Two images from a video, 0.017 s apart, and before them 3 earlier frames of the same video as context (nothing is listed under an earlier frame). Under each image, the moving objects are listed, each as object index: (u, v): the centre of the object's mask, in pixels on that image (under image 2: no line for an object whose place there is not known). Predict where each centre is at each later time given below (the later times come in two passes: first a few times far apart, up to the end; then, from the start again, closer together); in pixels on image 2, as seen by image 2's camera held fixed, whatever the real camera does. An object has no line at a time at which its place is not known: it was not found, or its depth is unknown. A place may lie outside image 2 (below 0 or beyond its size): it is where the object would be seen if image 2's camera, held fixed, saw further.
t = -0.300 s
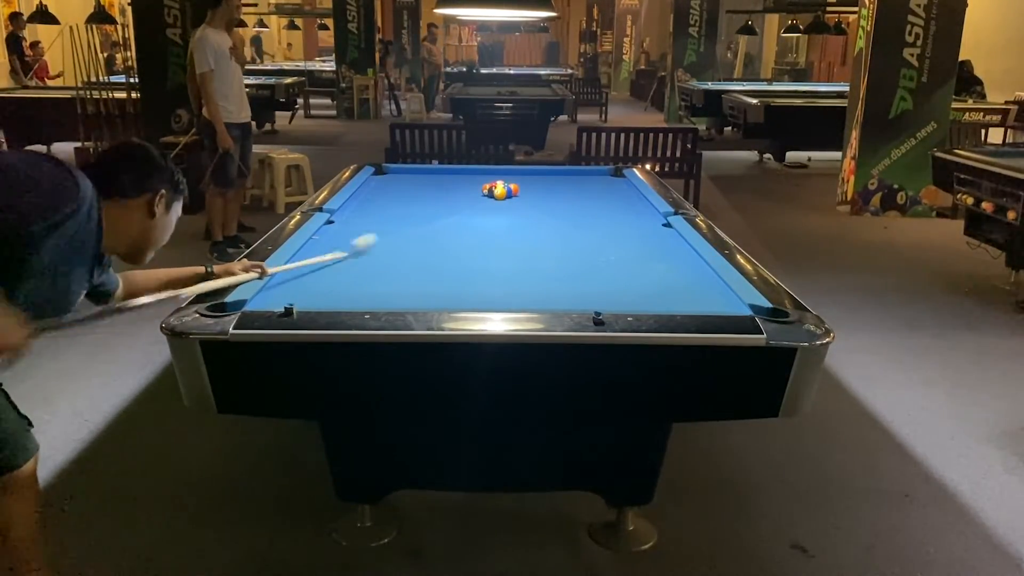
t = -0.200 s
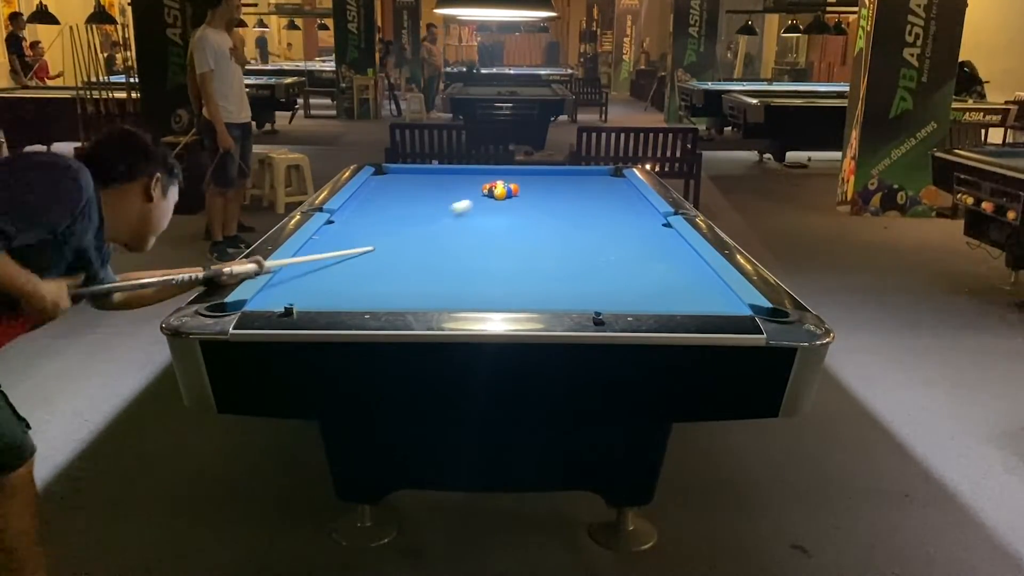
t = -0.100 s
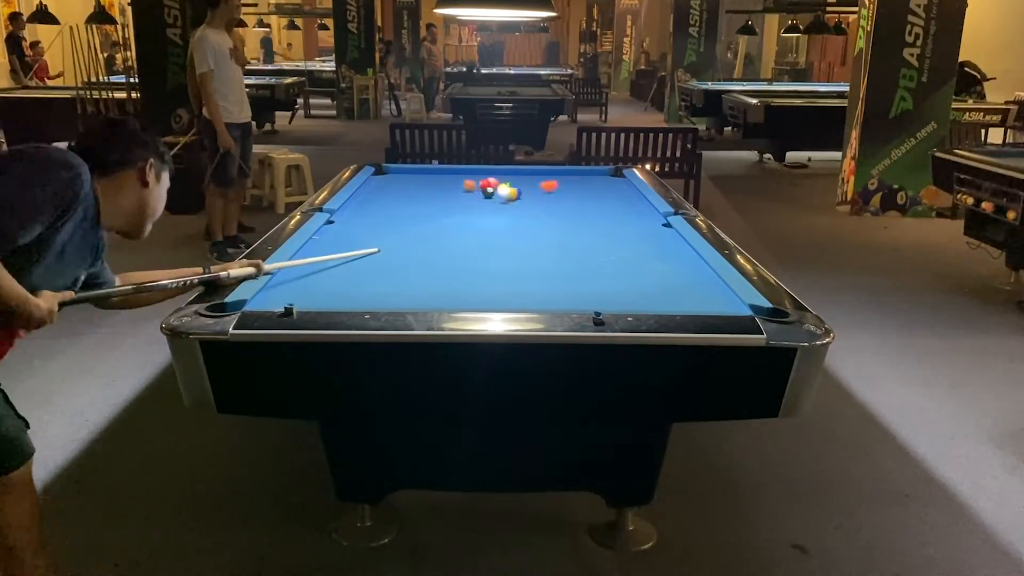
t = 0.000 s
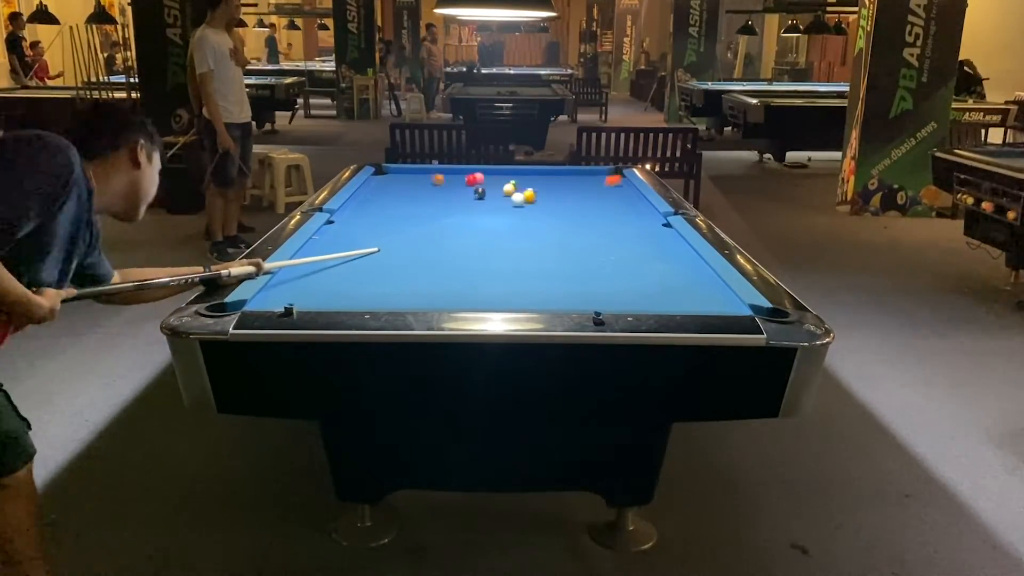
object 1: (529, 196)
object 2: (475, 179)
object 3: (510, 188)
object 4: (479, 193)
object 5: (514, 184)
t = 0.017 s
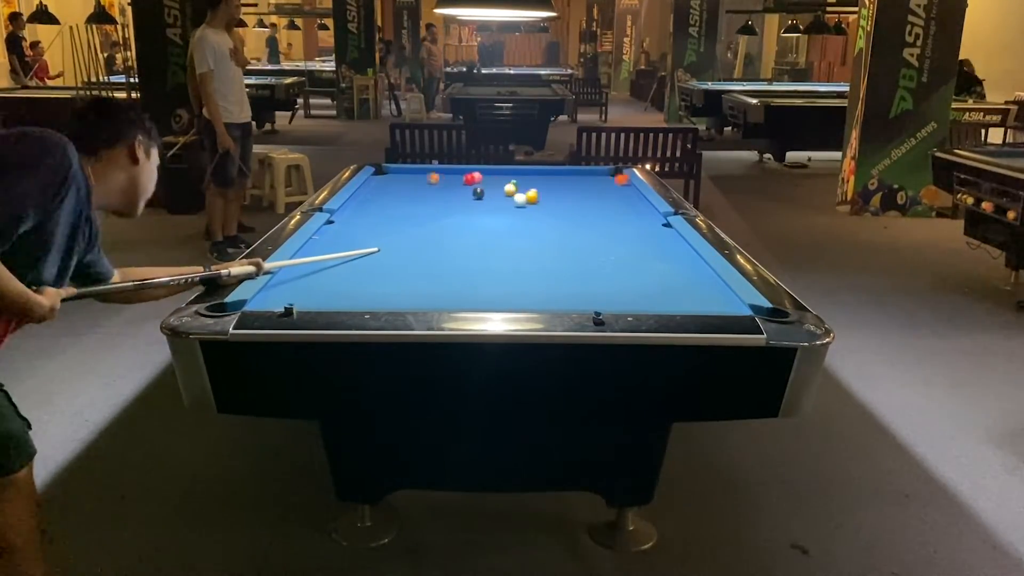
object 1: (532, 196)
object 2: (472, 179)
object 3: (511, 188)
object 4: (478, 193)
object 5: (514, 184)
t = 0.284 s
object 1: (579, 203)
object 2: (434, 170)
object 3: (524, 190)
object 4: (456, 196)
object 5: (520, 182)
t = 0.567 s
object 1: (631, 210)
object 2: (422, 173)
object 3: (538, 190)
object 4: (433, 198)
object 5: (528, 179)
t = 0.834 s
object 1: (641, 215)
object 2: (432, 177)
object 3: (550, 191)
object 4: (412, 200)
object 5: (534, 176)
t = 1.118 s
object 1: (620, 221)
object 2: (443, 181)
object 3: (560, 191)
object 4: (391, 203)
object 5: (540, 174)
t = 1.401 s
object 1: (598, 226)
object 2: (453, 185)
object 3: (569, 191)
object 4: (370, 205)
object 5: (544, 172)
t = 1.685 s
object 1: (576, 232)
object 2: (463, 189)
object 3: (576, 191)
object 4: (351, 207)
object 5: (547, 173)
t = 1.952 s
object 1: (556, 238)
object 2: (472, 192)
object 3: (581, 192)
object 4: (352, 208)
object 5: (550, 174)
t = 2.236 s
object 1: (534, 244)
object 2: (482, 196)
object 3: (585, 192)
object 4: (358, 209)
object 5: (551, 175)
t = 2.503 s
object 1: (514, 249)
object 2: (490, 199)
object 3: (586, 192)
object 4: (362, 210)
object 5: (552, 175)
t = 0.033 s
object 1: (535, 197)
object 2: (470, 178)
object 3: (512, 189)
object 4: (477, 194)
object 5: (515, 183)
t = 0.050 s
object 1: (538, 197)
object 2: (468, 177)
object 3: (512, 189)
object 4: (475, 194)
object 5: (515, 182)
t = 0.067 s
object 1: (540, 198)
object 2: (467, 176)
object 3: (513, 189)
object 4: (474, 194)
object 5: (515, 182)
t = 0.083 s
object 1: (542, 198)
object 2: (464, 176)
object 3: (514, 189)
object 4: (473, 194)
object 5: (515, 182)
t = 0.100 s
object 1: (545, 198)
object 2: (461, 176)
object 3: (514, 189)
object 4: (471, 194)
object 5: (515, 182)
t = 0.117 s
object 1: (548, 199)
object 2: (462, 174)
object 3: (515, 190)
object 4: (470, 194)
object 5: (515, 182)
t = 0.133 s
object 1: (551, 199)
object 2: (460, 174)
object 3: (516, 190)
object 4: (468, 194)
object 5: (516, 182)
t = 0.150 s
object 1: (554, 200)
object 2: (455, 175)
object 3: (517, 190)
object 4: (467, 195)
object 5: (516, 182)
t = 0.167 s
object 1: (557, 200)
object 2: (452, 174)
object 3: (518, 190)
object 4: (466, 195)
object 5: (516, 181)
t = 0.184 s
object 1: (560, 201)
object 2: (450, 173)
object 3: (519, 190)
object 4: (464, 195)
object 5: (517, 181)
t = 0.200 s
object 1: (563, 201)
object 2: (449, 172)
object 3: (520, 190)
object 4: (463, 195)
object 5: (517, 182)
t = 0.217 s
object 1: (566, 201)
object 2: (447, 172)
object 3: (521, 190)
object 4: (462, 195)
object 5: (518, 182)
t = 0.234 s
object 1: (569, 201)
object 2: (445, 171)
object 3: (522, 190)
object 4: (460, 195)
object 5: (519, 182)
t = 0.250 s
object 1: (572, 202)
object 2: (440, 171)
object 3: (522, 190)
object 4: (459, 195)
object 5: (519, 182)
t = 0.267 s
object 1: (576, 203)
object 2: (437, 171)
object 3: (523, 190)
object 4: (457, 195)
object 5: (519, 182)
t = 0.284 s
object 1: (579, 203)
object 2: (434, 170)
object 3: (524, 190)
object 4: (456, 196)
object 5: (520, 182)
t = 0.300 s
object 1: (582, 203)
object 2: (431, 170)
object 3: (525, 190)
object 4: (454, 196)
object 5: (521, 182)
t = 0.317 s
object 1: (585, 204)
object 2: (428, 170)
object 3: (526, 190)
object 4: (453, 196)
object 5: (521, 182)
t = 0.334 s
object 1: (587, 204)
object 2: (426, 170)
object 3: (527, 190)
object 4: (452, 196)
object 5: (522, 182)
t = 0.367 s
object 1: (594, 205)
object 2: (422, 171)
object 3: (529, 190)
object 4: (449, 197)
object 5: (522, 181)
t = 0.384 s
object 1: (596, 205)
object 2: (420, 171)
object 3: (529, 190)
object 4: (448, 197)
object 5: (523, 180)
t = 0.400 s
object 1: (600, 206)
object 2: (418, 171)
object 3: (530, 190)
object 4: (447, 197)
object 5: (523, 180)
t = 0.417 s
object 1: (603, 206)
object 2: (415, 171)
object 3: (531, 190)
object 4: (445, 197)
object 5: (524, 181)
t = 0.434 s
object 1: (606, 206)
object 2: (414, 171)
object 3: (532, 190)
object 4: (444, 197)
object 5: (524, 181)
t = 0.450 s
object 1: (609, 207)
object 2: (415, 172)
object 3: (533, 190)
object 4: (443, 197)
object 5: (525, 180)
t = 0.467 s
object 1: (612, 207)
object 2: (417, 172)
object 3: (533, 190)
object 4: (441, 197)
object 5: (525, 180)
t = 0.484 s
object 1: (615, 208)
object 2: (418, 172)
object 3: (534, 190)
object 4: (440, 198)
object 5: (526, 180)
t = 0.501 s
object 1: (618, 208)
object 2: (419, 172)
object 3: (535, 190)
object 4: (439, 198)
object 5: (526, 180)
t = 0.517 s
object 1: (622, 209)
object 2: (420, 173)
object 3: (535, 190)
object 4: (437, 198)
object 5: (527, 180)
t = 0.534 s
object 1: (625, 209)
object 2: (421, 173)
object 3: (536, 190)
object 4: (436, 198)
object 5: (527, 179)
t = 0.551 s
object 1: (628, 209)
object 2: (421, 173)
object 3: (537, 190)
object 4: (435, 198)
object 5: (528, 179)
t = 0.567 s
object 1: (631, 210)
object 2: (422, 173)
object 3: (538, 190)
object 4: (433, 198)
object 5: (528, 179)
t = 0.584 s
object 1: (634, 210)
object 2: (422, 173)
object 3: (539, 190)
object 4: (432, 198)
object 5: (528, 179)
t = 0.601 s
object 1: (638, 211)
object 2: (423, 173)
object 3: (539, 190)
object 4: (431, 198)
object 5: (529, 179)
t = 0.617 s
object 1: (641, 211)
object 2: (424, 173)
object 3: (540, 190)
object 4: (429, 198)
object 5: (529, 179)
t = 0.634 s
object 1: (644, 211)
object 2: (425, 174)
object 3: (541, 191)
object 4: (428, 199)
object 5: (530, 178)
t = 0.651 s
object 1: (647, 212)
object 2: (425, 174)
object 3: (542, 191)
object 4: (427, 199)
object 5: (530, 178)
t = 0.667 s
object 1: (650, 212)
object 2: (426, 174)
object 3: (542, 191)
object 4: (425, 199)
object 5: (530, 178)
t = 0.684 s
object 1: (652, 213)
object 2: (427, 175)
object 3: (543, 191)
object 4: (424, 199)
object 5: (531, 178)
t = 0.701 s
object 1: (651, 213)
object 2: (428, 175)
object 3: (544, 191)
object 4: (423, 199)
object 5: (531, 178)
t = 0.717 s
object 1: (650, 213)
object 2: (428, 175)
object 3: (544, 191)
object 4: (421, 199)
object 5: (531, 177)
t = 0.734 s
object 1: (649, 213)
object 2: (428, 176)
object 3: (545, 191)
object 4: (420, 200)
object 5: (531, 177)
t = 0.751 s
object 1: (647, 214)
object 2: (429, 176)
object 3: (546, 191)
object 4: (419, 200)
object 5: (532, 177)
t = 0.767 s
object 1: (646, 214)
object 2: (429, 176)
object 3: (547, 191)
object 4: (418, 200)
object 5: (532, 177)
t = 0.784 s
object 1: (645, 215)
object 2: (430, 176)
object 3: (548, 191)
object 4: (416, 200)
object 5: (533, 176)
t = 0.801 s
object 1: (644, 215)
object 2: (430, 177)
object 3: (548, 191)
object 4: (415, 200)
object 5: (533, 176)
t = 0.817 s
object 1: (643, 215)
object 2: (431, 177)
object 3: (549, 191)
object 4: (414, 200)
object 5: (533, 176)
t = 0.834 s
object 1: (641, 215)
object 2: (432, 177)
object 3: (550, 191)
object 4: (412, 200)
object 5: (534, 176)
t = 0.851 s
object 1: (640, 216)
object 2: (433, 177)
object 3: (550, 191)
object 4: (411, 200)
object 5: (534, 176)
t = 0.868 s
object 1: (639, 216)
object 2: (433, 177)
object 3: (551, 191)
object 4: (410, 201)
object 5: (535, 176)
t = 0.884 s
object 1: (638, 217)
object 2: (434, 178)
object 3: (552, 191)
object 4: (409, 201)
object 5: (535, 176)
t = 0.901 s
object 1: (636, 217)
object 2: (435, 178)
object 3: (552, 191)
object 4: (407, 201)
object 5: (536, 175)
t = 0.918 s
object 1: (635, 217)
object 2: (435, 178)
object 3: (553, 191)
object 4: (406, 201)
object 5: (536, 175)
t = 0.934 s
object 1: (634, 218)
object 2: (436, 178)
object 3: (554, 191)
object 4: (405, 201)
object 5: (536, 175)
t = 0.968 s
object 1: (631, 218)
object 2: (437, 179)
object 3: (555, 191)
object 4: (402, 201)
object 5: (537, 175)
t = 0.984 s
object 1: (630, 218)
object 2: (437, 179)
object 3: (555, 191)
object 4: (401, 202)
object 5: (537, 175)
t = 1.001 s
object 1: (628, 219)
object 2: (438, 179)
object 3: (556, 191)
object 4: (400, 202)
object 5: (538, 175)
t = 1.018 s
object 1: (627, 219)
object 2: (439, 180)
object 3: (557, 191)
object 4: (399, 202)
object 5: (538, 174)
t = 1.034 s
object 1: (626, 219)
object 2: (439, 180)
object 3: (557, 191)
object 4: (397, 202)
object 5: (538, 174)
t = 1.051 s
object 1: (625, 220)
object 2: (440, 180)
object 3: (558, 191)
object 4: (396, 202)
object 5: (538, 174)
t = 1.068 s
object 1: (623, 220)
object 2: (440, 180)
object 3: (558, 191)
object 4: (395, 202)
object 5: (539, 173)
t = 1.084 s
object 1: (622, 220)
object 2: (441, 180)
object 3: (559, 191)
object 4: (394, 202)
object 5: (539, 173)
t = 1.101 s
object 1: (621, 221)
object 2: (442, 181)
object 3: (560, 191)
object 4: (392, 202)
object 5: (539, 173)
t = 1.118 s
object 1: (620, 221)
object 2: (443, 181)
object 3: (560, 191)
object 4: (391, 203)
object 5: (540, 174)
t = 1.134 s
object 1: (618, 221)
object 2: (443, 181)
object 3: (561, 191)
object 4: (390, 203)
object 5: (540, 173)
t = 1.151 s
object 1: (617, 222)
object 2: (444, 181)
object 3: (561, 191)
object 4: (388, 203)
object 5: (540, 174)
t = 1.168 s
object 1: (616, 222)
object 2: (444, 182)
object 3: (562, 191)
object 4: (387, 203)
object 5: (541, 174)
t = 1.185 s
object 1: (614, 222)
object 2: (445, 182)
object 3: (563, 191)
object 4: (386, 203)
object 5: (541, 173)
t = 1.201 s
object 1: (613, 223)
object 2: (446, 182)
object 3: (563, 191)
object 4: (385, 204)
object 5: (541, 172)
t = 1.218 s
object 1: (612, 223)
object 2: (446, 182)
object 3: (564, 191)
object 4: (384, 203)
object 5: (542, 172)
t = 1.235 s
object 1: (611, 223)
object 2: (447, 183)
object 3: (564, 191)
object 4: (382, 204)
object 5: (542, 172)
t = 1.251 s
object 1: (610, 223)
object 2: (447, 183)
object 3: (565, 191)
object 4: (381, 204)
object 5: (542, 172)
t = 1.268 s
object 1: (608, 224)
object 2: (448, 183)
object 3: (565, 191)
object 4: (380, 204)
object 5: (543, 172)
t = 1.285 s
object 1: (607, 224)
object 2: (449, 183)
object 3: (565, 191)
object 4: (379, 204)
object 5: (543, 172)
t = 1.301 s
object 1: (606, 224)
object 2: (449, 183)
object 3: (566, 191)
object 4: (378, 204)
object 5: (544, 172)
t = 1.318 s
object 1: (604, 225)
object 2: (450, 183)
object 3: (566, 191)
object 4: (377, 204)
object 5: (544, 172)
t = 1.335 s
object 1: (603, 225)
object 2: (450, 183)
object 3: (567, 191)
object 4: (375, 204)
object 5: (544, 172)
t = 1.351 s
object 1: (602, 225)
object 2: (451, 184)
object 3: (567, 191)
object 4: (374, 204)
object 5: (544, 172)
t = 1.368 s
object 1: (601, 226)
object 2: (452, 184)
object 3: (568, 191)
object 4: (373, 205)
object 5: (544, 172)
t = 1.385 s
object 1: (599, 226)
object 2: (452, 185)
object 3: (568, 191)
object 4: (372, 205)
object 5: (544, 172)
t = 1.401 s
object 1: (598, 226)
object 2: (453, 185)
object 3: (569, 191)
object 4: (370, 205)
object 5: (544, 172)
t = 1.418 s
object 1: (597, 227)
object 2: (453, 185)
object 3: (569, 191)
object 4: (369, 205)
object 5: (544, 172)
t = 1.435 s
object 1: (595, 227)
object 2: (454, 185)
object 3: (570, 191)
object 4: (368, 205)
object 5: (545, 172)
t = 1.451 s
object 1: (594, 227)
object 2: (454, 186)
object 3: (570, 191)
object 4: (367, 205)
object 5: (545, 172)
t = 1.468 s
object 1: (593, 228)
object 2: (455, 186)
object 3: (571, 191)
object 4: (366, 205)
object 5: (545, 172)
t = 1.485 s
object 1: (591, 228)
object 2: (455, 187)
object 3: (571, 191)
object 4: (365, 206)
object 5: (545, 172)
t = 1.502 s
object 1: (590, 228)
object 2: (456, 187)
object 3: (571, 191)
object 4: (363, 206)
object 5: (545, 172)
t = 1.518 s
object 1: (589, 229)
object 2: (457, 187)
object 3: (572, 191)
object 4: (362, 206)
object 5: (545, 172)
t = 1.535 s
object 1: (588, 229)
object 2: (457, 187)
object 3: (572, 191)
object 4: (361, 206)
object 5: (545, 172)
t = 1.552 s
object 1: (586, 229)
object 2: (458, 187)
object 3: (573, 191)
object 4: (360, 206)
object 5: (545, 172)
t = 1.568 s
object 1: (585, 230)
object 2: (459, 187)
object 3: (573, 191)
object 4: (359, 206)
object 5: (545, 172)
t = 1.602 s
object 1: (582, 231)
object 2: (460, 187)
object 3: (574, 191)
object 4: (357, 206)
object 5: (546, 173)
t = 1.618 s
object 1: (581, 231)
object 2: (460, 188)
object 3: (575, 191)
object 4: (355, 206)
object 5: (546, 173)
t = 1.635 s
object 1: (580, 231)
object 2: (461, 188)
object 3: (575, 191)
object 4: (354, 206)
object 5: (546, 173)
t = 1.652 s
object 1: (579, 232)
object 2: (461, 188)
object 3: (575, 191)
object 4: (353, 206)
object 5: (546, 173)
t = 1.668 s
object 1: (577, 232)
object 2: (462, 188)
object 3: (576, 191)
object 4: (352, 206)
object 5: (547, 173)
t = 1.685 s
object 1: (576, 232)
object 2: (463, 189)
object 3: (576, 191)
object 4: (351, 207)
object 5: (547, 173)
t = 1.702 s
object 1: (575, 233)
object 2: (464, 189)
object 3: (577, 191)
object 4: (349, 207)
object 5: (547, 173)
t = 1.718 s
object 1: (573, 233)
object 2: (464, 189)
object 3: (577, 191)
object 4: (348, 207)
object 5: (547, 173)
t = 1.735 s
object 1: (572, 233)
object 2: (465, 189)
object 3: (578, 191)
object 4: (347, 207)
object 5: (548, 173)
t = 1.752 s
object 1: (571, 234)
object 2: (465, 190)
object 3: (578, 191)
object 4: (347, 207)
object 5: (548, 173)
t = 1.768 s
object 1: (570, 234)
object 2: (465, 190)
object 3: (578, 191)
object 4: (347, 207)
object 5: (548, 173)
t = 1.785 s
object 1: (568, 234)
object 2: (466, 190)
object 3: (579, 191)
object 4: (348, 207)
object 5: (548, 173)
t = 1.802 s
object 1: (567, 235)
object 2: (467, 191)
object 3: (579, 191)
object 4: (348, 207)
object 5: (548, 173)
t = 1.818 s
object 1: (566, 235)
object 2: (467, 191)
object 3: (579, 191)
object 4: (348, 208)
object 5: (548, 173)
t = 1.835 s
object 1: (565, 235)
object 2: (468, 191)
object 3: (580, 191)
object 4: (349, 208)
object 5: (549, 174)
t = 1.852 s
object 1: (563, 236)
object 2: (468, 191)
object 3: (580, 191)
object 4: (349, 208)
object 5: (549, 174)
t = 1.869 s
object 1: (562, 236)
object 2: (470, 191)
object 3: (580, 192)
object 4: (350, 208)
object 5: (549, 174)
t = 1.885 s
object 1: (561, 236)
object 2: (470, 191)
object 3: (581, 192)
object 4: (350, 208)
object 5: (549, 174)
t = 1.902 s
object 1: (559, 237)
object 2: (470, 192)
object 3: (581, 192)
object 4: (350, 208)
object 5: (549, 174)
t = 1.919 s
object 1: (558, 237)
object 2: (470, 192)
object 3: (581, 192)
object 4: (351, 208)
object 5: (549, 174)
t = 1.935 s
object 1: (557, 237)
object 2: (471, 192)
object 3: (581, 192)
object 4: (351, 208)
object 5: (550, 174)
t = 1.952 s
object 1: (556, 238)
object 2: (472, 192)
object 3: (581, 192)
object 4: (352, 208)
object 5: (550, 174)
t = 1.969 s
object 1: (555, 238)
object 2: (472, 192)
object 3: (582, 191)
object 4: (352, 208)
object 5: (550, 174)
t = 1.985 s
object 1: (553, 238)
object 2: (473, 192)
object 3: (582, 192)
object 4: (353, 208)
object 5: (550, 174)
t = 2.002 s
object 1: (552, 239)
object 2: (474, 193)
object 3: (582, 192)
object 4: (353, 208)
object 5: (550, 174)
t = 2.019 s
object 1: (551, 239)
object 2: (474, 193)
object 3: (583, 192)
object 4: (353, 208)
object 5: (550, 174)
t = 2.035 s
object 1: (549, 239)
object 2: (474, 193)
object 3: (583, 192)
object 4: (354, 208)
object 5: (550, 175)
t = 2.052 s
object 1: (548, 240)
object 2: (475, 194)
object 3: (583, 192)
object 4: (354, 208)
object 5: (550, 174)
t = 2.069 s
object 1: (547, 240)
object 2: (476, 194)
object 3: (583, 192)
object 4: (354, 208)
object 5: (550, 175)
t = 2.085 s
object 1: (546, 241)
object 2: (476, 194)
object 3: (583, 192)
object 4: (355, 209)
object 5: (550, 175)
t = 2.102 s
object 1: (544, 241)
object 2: (477, 194)
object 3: (584, 192)
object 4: (355, 209)
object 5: (550, 174)
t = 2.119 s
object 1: (543, 241)
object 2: (478, 194)
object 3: (584, 192)
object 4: (355, 209)
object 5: (551, 175)
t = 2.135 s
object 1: (542, 241)
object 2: (479, 194)
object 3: (584, 192)
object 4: (356, 209)
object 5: (551, 175)
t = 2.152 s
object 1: (541, 242)
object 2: (479, 194)
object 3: (584, 192)
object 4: (356, 209)
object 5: (551, 175)
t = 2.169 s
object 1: (539, 242)
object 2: (480, 194)
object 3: (584, 192)
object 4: (357, 209)
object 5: (551, 175)
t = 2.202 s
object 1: (537, 243)
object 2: (481, 195)
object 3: (584, 192)
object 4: (357, 209)
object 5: (551, 175)
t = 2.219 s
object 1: (536, 243)
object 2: (482, 195)
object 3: (585, 192)
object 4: (358, 209)
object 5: (551, 175)
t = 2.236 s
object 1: (534, 244)
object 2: (482, 196)
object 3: (585, 192)
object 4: (358, 209)
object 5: (551, 175)
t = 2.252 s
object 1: (533, 244)
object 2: (482, 196)
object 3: (585, 192)
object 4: (358, 209)
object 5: (551, 175)
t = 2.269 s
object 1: (532, 244)
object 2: (483, 196)
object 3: (585, 192)
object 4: (358, 209)
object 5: (551, 175)
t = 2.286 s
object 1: (531, 245)
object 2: (484, 196)
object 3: (585, 192)
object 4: (359, 209)
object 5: (551, 175)
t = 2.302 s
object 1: (529, 245)
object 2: (484, 196)
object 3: (586, 192)
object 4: (359, 209)
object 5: (551, 175)
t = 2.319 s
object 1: (528, 246)
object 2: (484, 197)
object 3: (586, 192)
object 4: (359, 209)
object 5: (552, 175)
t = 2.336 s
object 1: (527, 246)
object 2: (485, 197)
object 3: (586, 192)
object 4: (360, 209)
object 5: (552, 175)
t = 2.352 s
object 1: (526, 246)
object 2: (485, 197)
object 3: (586, 192)
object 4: (360, 210)
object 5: (552, 175)
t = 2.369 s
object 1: (524, 247)
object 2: (486, 197)
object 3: (586, 192)
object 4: (360, 210)
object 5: (552, 175)
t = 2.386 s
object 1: (523, 247)
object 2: (487, 197)
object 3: (586, 192)
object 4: (361, 210)
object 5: (552, 175)
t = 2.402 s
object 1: (522, 247)
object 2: (487, 198)
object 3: (586, 192)
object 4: (361, 210)
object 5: (552, 175)
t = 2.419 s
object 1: (521, 248)
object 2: (488, 198)
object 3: (586, 192)
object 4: (361, 210)
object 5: (552, 175)
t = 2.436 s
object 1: (519, 248)
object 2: (488, 198)
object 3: (586, 192)
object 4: (361, 210)
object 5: (552, 175)
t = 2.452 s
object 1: (518, 248)
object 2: (489, 198)
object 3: (586, 192)
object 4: (362, 210)
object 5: (552, 175)
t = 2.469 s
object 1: (517, 249)
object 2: (489, 199)
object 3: (586, 192)
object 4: (362, 210)
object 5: (553, 175)
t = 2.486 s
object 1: (516, 249)
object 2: (490, 199)
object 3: (586, 192)
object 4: (362, 210)
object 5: (552, 175)
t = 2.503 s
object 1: (514, 249)
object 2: (490, 199)
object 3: (586, 192)
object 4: (362, 210)
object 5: (552, 175)
